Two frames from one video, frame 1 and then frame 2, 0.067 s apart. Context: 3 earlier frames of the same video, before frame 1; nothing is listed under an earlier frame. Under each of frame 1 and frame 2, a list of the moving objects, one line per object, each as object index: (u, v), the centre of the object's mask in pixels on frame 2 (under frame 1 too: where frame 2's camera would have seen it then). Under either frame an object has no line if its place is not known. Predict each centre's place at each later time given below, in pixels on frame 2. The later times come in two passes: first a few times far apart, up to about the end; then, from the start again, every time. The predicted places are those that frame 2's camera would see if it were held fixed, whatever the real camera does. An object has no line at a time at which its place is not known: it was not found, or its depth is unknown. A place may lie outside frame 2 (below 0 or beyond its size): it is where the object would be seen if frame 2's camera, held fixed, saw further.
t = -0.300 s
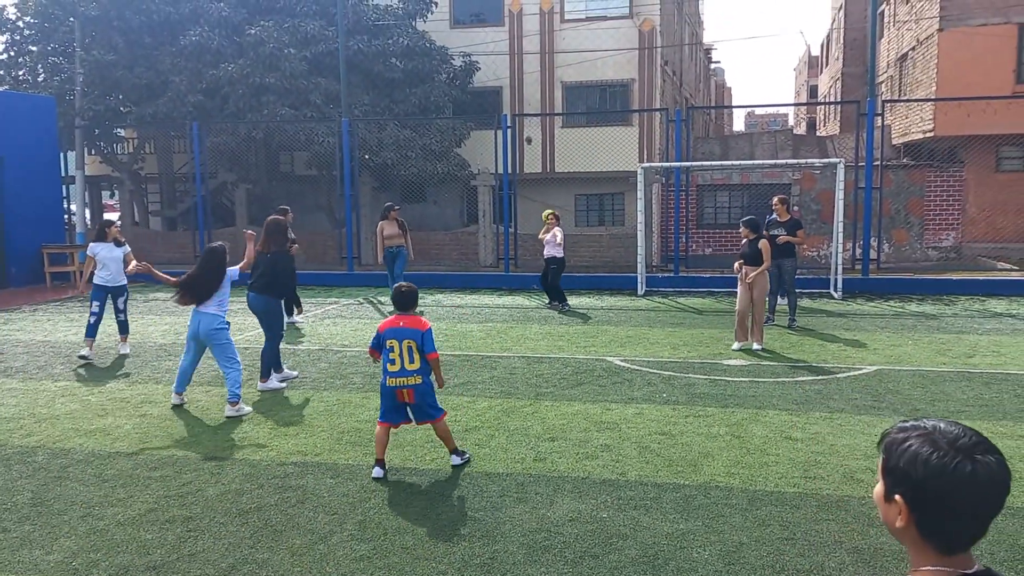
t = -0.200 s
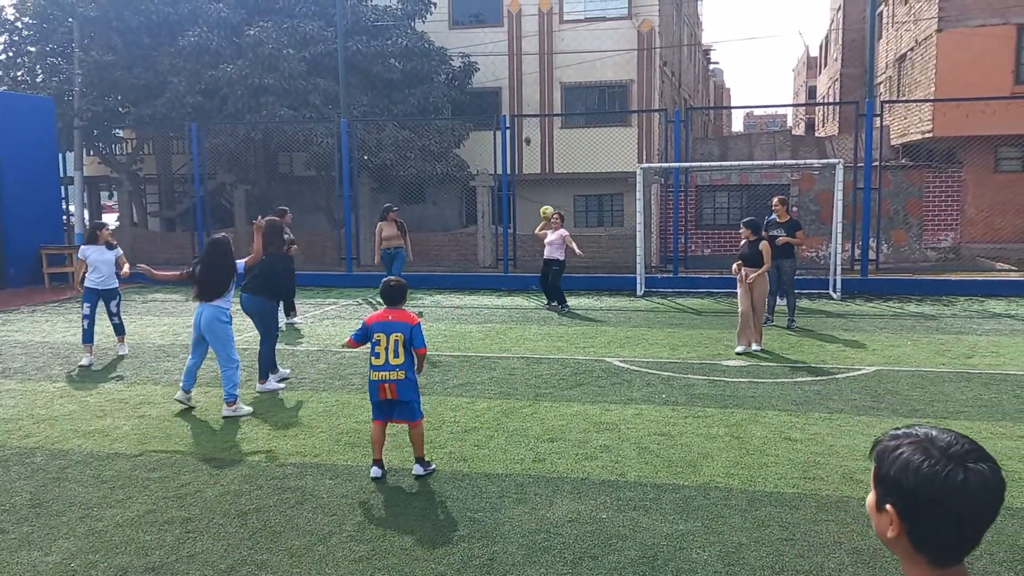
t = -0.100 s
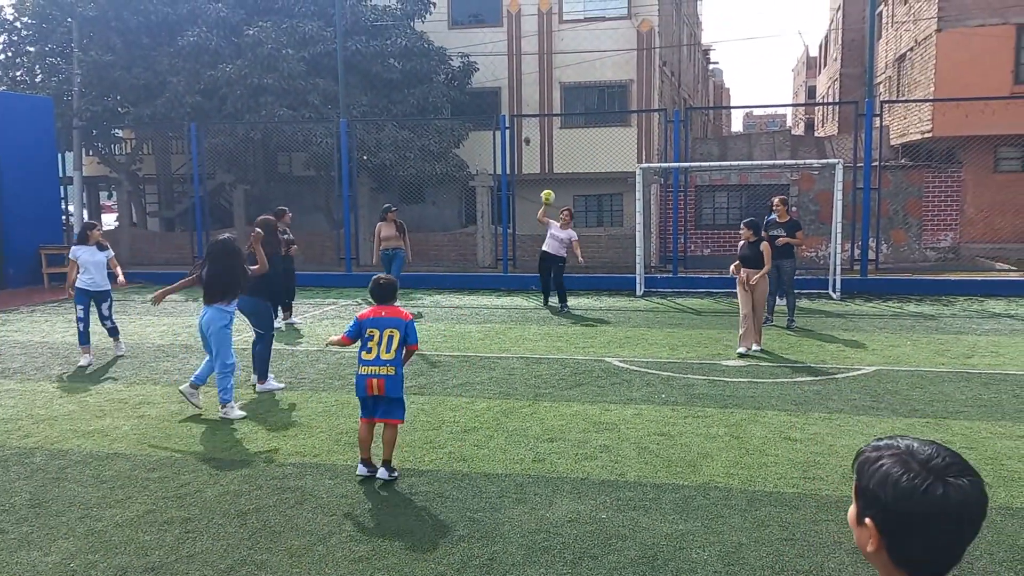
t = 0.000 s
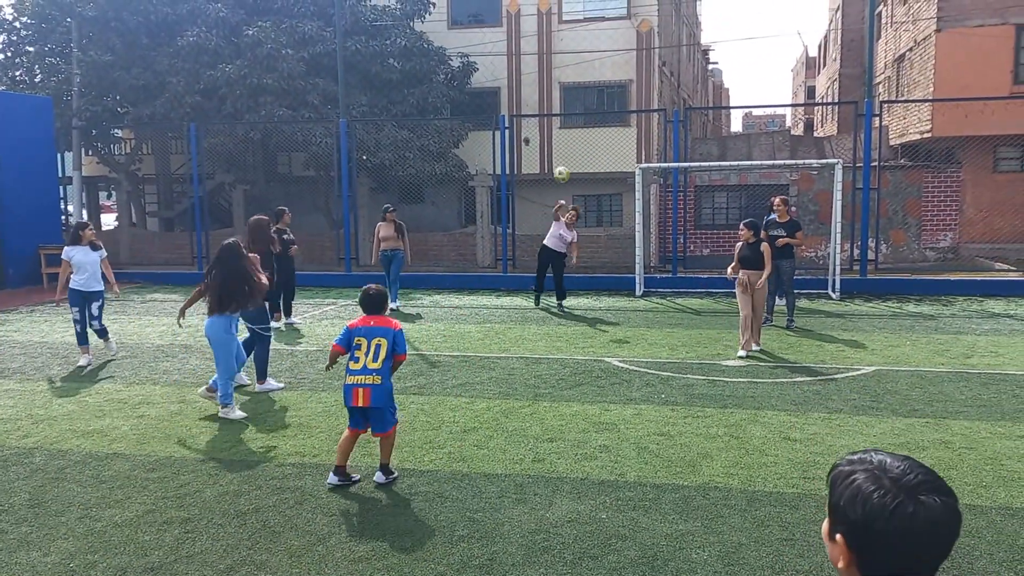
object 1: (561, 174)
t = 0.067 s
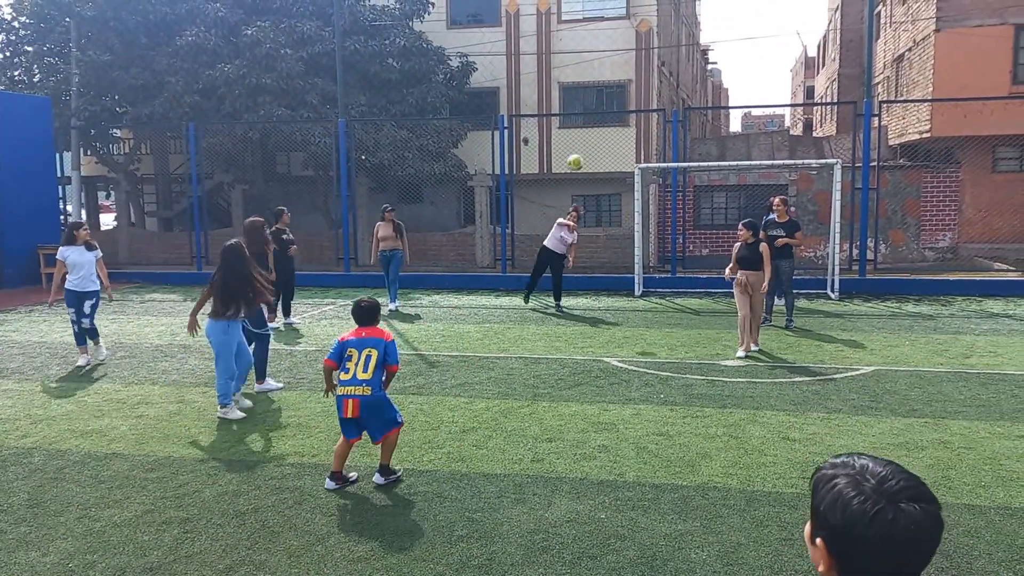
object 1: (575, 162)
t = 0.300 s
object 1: (641, 142)
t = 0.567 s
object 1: (766, 184)
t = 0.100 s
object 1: (583, 158)
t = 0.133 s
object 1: (591, 153)
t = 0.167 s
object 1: (599, 149)
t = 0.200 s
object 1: (609, 146)
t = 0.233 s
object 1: (619, 144)
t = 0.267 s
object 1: (629, 143)
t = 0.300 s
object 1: (641, 142)
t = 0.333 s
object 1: (653, 142)
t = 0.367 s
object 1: (666, 143)
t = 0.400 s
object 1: (680, 146)
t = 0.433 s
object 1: (694, 150)
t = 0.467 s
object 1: (710, 156)
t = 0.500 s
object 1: (727, 163)
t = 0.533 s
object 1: (745, 173)
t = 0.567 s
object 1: (766, 184)
